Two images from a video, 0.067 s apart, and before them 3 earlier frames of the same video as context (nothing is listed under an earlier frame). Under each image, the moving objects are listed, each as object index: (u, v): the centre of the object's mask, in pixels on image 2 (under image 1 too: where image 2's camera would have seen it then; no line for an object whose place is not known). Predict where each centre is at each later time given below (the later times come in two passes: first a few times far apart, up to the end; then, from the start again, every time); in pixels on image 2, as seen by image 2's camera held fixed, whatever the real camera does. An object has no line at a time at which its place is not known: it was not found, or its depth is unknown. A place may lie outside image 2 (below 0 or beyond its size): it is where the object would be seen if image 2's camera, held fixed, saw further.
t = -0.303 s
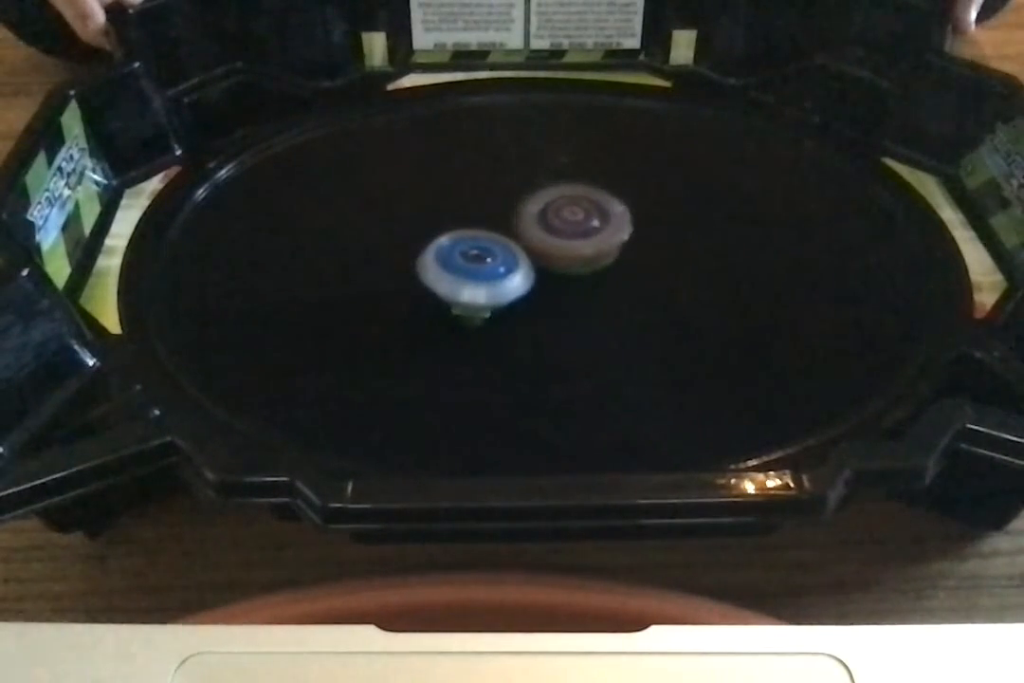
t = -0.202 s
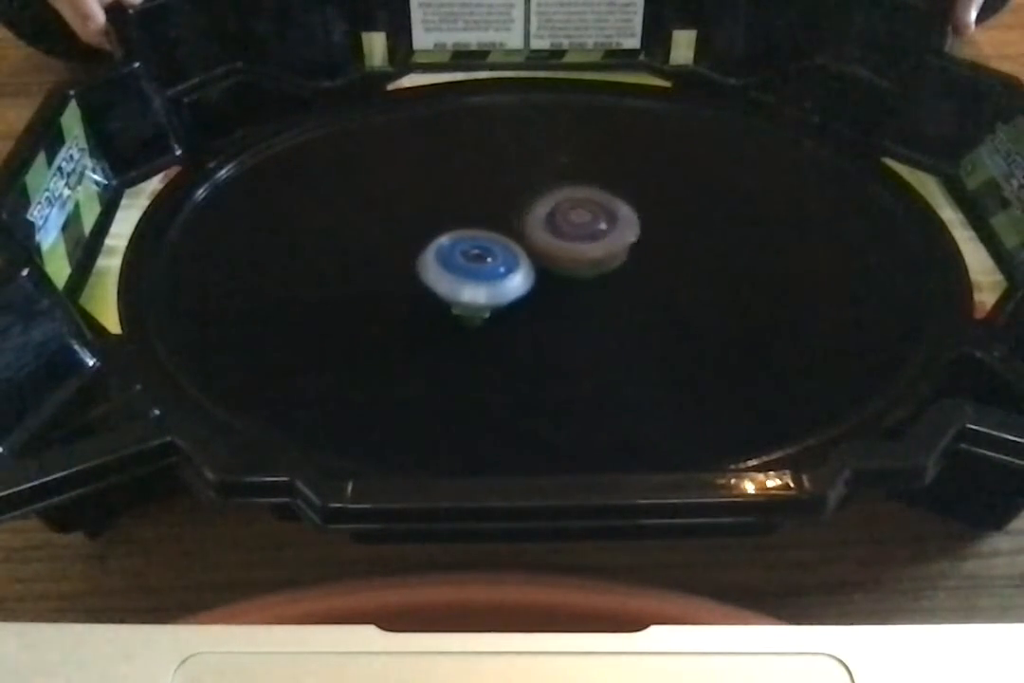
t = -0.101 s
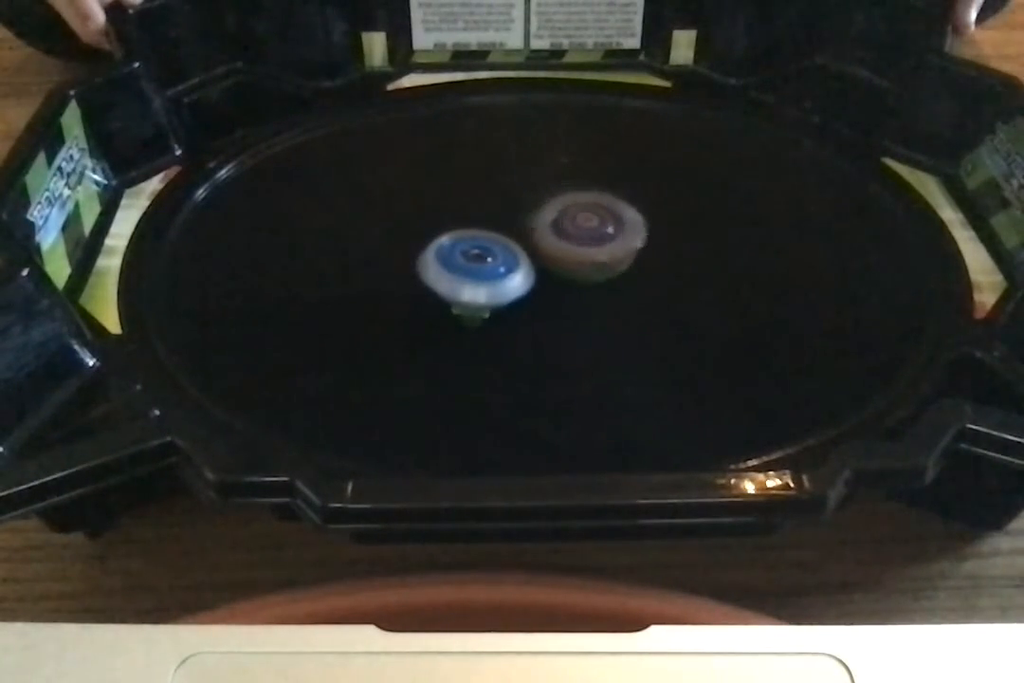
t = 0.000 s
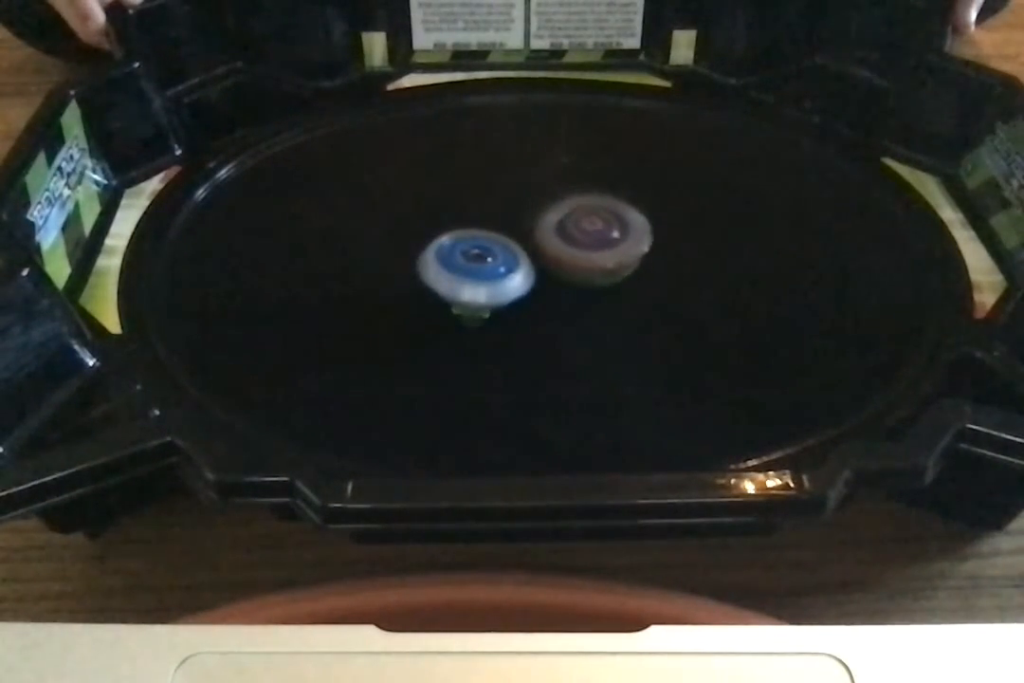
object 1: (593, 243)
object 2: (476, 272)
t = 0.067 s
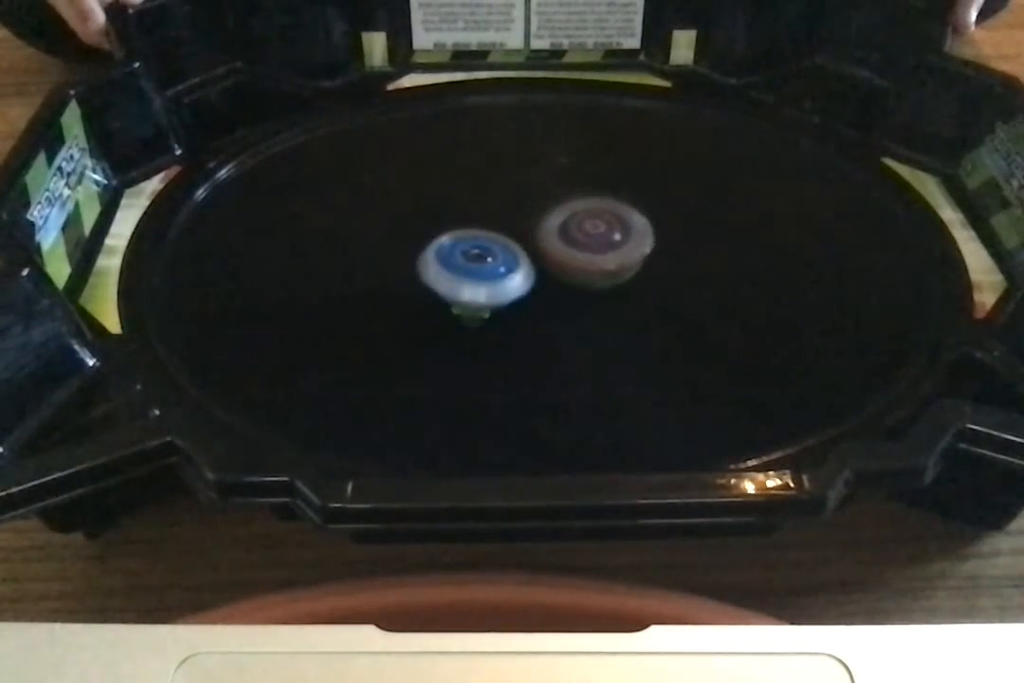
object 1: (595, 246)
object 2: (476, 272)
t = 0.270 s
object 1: (597, 255)
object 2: (474, 272)
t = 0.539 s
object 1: (592, 264)
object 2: (470, 270)
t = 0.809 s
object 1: (590, 263)
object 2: (468, 269)
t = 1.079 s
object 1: (591, 262)
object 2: (466, 268)
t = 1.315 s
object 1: (589, 259)
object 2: (466, 268)
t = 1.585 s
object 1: (583, 257)
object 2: (466, 267)
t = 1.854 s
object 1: (584, 252)
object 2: (460, 263)
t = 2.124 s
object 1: (585, 249)
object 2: (459, 263)
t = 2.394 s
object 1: (581, 246)
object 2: (459, 262)
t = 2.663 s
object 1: (571, 244)
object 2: (460, 262)
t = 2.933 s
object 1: (569, 237)
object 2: (460, 261)
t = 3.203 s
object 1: (570, 235)
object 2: (461, 258)
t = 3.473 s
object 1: (573, 237)
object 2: (459, 261)
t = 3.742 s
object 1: (573, 237)
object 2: (457, 264)
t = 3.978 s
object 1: (571, 236)
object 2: (454, 266)
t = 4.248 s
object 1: (561, 237)
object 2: (448, 264)
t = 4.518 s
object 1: (549, 241)
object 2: (439, 259)
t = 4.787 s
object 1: (557, 247)
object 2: (444, 254)
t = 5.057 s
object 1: (570, 252)
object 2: (457, 248)
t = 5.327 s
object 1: (576, 259)
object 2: (463, 245)
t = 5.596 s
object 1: (592, 273)
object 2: (474, 246)
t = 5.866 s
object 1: (603, 266)
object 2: (483, 249)
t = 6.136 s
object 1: (597, 257)
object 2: (489, 253)
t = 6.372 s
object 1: (600, 254)
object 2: (485, 261)
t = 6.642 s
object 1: (591, 246)
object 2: (474, 268)
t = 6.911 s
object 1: (571, 244)
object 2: (457, 265)
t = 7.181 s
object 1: (559, 245)
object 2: (450, 252)
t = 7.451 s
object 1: (571, 247)
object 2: (462, 244)
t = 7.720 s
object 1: (625, 262)
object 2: (448, 246)
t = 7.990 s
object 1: (618, 261)
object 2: (470, 262)
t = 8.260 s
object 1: (571, 261)
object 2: (458, 279)
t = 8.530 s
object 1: (555, 253)
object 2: (434, 279)
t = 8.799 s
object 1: (554, 228)
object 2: (417, 262)
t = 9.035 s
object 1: (566, 224)
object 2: (435, 246)
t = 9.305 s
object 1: (589, 242)
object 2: (457, 247)
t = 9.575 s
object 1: (597, 261)
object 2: (480, 264)
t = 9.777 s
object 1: (581, 268)
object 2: (462, 281)
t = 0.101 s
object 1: (596, 247)
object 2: (476, 272)
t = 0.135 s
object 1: (596, 249)
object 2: (476, 272)
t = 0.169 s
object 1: (597, 251)
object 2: (476, 272)
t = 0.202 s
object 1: (597, 252)
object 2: (475, 272)
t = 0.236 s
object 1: (598, 253)
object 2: (475, 272)
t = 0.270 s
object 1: (597, 255)
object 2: (474, 272)
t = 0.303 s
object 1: (596, 256)
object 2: (474, 272)
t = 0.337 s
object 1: (596, 257)
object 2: (473, 271)
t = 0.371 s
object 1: (595, 258)
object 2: (473, 271)
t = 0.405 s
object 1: (594, 260)
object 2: (472, 271)
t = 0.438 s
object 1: (593, 261)
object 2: (472, 271)
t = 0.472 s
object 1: (592, 262)
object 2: (472, 271)
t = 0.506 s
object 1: (592, 263)
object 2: (471, 270)
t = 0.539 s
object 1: (592, 264)
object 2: (470, 270)
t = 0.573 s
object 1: (592, 264)
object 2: (470, 270)
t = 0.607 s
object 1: (592, 264)
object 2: (469, 270)
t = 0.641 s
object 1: (592, 264)
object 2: (469, 270)
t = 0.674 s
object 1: (592, 264)
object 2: (469, 270)
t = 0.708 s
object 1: (591, 263)
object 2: (469, 270)
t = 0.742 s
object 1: (591, 263)
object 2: (468, 269)
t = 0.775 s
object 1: (590, 263)
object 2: (468, 269)
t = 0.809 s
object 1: (590, 263)
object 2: (468, 269)
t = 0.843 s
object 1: (589, 263)
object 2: (468, 269)
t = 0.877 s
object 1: (588, 264)
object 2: (468, 269)
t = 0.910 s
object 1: (589, 264)
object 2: (467, 269)
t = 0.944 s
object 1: (589, 265)
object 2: (467, 268)
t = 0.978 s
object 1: (589, 264)
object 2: (467, 268)
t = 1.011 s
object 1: (590, 264)
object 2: (466, 268)
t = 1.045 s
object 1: (590, 263)
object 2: (466, 268)
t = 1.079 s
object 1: (591, 262)
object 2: (466, 268)
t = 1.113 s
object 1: (591, 261)
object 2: (466, 268)
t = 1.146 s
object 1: (591, 261)
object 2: (466, 268)
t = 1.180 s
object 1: (591, 261)
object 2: (466, 267)
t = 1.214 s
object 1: (591, 260)
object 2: (466, 268)
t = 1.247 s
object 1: (590, 259)
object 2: (466, 268)
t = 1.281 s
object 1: (590, 259)
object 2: (466, 268)
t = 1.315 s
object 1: (589, 259)
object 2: (466, 268)
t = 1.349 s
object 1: (589, 259)
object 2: (466, 268)
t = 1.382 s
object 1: (589, 259)
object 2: (467, 268)
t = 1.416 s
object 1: (588, 259)
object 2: (467, 268)
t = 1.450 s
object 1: (587, 258)
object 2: (467, 268)
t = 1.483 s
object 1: (586, 258)
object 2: (467, 268)
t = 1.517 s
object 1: (585, 258)
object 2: (467, 268)
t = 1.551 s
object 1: (584, 257)
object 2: (467, 268)
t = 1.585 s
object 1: (583, 257)
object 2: (466, 267)
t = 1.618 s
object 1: (583, 257)
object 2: (465, 267)
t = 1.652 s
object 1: (584, 256)
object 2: (464, 266)
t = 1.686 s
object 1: (584, 255)
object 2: (464, 265)
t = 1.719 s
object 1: (584, 254)
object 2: (463, 264)
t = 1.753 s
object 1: (584, 254)
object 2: (462, 264)
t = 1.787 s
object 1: (585, 253)
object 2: (461, 263)
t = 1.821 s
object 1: (584, 252)
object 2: (460, 263)
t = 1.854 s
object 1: (584, 252)
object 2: (460, 263)
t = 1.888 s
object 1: (585, 251)
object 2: (460, 263)
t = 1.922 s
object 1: (585, 251)
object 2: (460, 263)
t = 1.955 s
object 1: (585, 251)
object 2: (460, 263)
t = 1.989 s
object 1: (585, 250)
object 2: (459, 263)
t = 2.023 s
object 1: (585, 250)
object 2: (459, 263)
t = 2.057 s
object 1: (585, 249)
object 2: (459, 263)
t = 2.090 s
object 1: (585, 249)
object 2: (459, 263)
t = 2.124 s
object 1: (585, 249)
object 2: (459, 263)
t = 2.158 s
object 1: (584, 249)
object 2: (459, 263)
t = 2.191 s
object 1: (584, 248)
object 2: (459, 263)
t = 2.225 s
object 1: (584, 248)
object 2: (459, 263)
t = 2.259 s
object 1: (584, 247)
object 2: (459, 263)
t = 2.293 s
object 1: (582, 247)
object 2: (459, 263)
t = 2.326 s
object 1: (582, 247)
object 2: (459, 262)
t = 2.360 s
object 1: (581, 246)
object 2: (459, 262)
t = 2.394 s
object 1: (581, 246)
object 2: (459, 262)
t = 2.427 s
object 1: (580, 246)
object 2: (459, 262)
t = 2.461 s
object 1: (579, 245)
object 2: (459, 262)
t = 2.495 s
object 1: (577, 245)
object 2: (460, 262)
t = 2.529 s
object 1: (576, 245)
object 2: (460, 262)
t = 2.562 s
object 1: (575, 245)
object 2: (460, 263)
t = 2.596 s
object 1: (574, 244)
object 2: (460, 263)
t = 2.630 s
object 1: (573, 244)
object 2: (460, 262)
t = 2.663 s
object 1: (571, 244)
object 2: (460, 262)
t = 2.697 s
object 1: (570, 243)
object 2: (460, 262)
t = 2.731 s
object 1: (569, 243)
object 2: (459, 262)
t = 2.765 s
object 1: (568, 243)
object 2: (459, 262)
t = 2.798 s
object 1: (568, 243)
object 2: (459, 262)
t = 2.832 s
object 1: (568, 243)
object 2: (459, 261)
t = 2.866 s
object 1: (569, 242)
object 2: (459, 261)
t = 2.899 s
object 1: (569, 242)
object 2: (459, 261)
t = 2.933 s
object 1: (569, 237)
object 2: (460, 261)
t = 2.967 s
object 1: (570, 237)
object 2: (460, 261)
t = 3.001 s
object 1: (570, 240)
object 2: (460, 261)
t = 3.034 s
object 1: (570, 236)
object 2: (460, 260)
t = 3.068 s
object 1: (570, 236)
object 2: (460, 260)
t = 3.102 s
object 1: (570, 236)
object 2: (461, 258)
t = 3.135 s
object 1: (570, 235)
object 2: (461, 258)
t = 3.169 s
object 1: (570, 235)
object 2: (461, 258)
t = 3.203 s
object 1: (570, 235)
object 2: (461, 258)
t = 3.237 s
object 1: (571, 235)
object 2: (461, 259)
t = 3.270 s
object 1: (571, 234)
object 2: (461, 259)
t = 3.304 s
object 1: (571, 234)
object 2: (460, 259)
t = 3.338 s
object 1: (571, 238)
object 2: (460, 259)
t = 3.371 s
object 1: (572, 238)
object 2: (460, 260)
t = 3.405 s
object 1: (572, 238)
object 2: (460, 260)
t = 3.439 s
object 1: (572, 233)
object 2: (460, 260)
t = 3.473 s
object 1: (573, 237)
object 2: (459, 261)
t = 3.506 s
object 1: (573, 233)
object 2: (459, 261)
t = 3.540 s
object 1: (574, 237)
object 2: (459, 262)
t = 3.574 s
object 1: (573, 233)
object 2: (459, 262)
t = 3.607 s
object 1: (574, 233)
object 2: (458, 263)
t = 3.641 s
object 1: (574, 233)
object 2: (458, 263)
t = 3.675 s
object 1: (573, 238)
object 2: (458, 263)
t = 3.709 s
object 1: (573, 237)
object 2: (458, 263)
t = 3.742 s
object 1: (573, 237)
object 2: (457, 264)
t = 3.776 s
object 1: (573, 237)
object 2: (457, 264)
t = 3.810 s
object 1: (573, 237)
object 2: (456, 265)
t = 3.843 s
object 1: (572, 237)
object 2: (456, 265)
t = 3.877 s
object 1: (572, 237)
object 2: (456, 265)
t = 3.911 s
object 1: (572, 236)
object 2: (455, 265)
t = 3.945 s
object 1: (571, 236)
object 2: (455, 266)
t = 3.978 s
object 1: (571, 236)
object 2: (454, 266)
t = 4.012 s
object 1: (570, 236)
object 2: (453, 266)
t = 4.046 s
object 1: (569, 235)
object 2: (453, 266)
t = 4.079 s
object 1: (568, 235)
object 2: (453, 266)
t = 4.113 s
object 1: (567, 235)
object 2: (452, 266)
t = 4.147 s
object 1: (567, 235)
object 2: (452, 266)
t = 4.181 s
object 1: (565, 235)
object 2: (451, 265)
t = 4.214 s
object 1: (563, 237)
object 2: (449, 265)
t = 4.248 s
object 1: (561, 237)
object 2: (448, 264)
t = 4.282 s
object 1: (560, 238)
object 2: (447, 264)
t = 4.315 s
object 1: (558, 238)
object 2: (446, 263)
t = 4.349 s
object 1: (556, 238)
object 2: (444, 263)
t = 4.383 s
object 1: (554, 234)
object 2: (442, 262)
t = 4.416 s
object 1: (553, 235)
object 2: (442, 261)
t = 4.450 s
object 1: (552, 240)
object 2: (441, 260)
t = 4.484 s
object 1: (551, 241)
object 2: (440, 260)
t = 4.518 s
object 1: (549, 241)
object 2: (439, 259)
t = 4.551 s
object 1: (547, 238)
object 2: (438, 258)
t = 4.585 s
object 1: (546, 243)
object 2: (437, 256)
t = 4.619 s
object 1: (546, 244)
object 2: (434, 257)
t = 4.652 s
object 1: (549, 245)
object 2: (438, 257)
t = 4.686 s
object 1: (552, 246)
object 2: (442, 256)
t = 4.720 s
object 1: (553, 246)
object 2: (442, 255)
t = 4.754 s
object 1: (555, 247)
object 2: (443, 254)
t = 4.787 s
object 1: (557, 247)
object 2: (444, 254)
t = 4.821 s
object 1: (559, 248)
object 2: (446, 253)
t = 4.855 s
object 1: (561, 248)
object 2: (447, 253)
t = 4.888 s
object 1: (563, 249)
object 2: (449, 252)
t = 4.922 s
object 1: (564, 250)
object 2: (450, 251)
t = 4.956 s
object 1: (566, 250)
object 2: (452, 250)
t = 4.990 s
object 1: (567, 251)
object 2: (453, 250)
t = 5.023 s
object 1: (569, 251)
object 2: (455, 249)
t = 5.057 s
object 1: (570, 252)
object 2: (457, 248)
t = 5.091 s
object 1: (571, 252)
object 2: (457, 248)
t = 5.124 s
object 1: (572, 253)
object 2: (459, 247)
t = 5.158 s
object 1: (572, 253)
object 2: (459, 247)
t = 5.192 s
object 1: (573, 253)
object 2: (461, 246)
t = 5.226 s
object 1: (574, 254)
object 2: (462, 246)
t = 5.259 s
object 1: (575, 255)
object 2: (463, 246)
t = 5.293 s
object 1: (575, 256)
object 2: (464, 246)
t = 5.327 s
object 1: (576, 259)
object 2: (463, 245)
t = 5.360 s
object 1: (579, 263)
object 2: (461, 244)
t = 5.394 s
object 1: (582, 266)
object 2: (463, 245)
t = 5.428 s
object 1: (584, 269)
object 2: (465, 245)
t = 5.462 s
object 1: (586, 271)
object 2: (468, 246)
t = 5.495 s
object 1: (587, 272)
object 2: (470, 246)
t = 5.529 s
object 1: (589, 273)
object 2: (471, 246)
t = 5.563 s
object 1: (590, 273)
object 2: (472, 246)
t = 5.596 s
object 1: (592, 273)
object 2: (474, 246)
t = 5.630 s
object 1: (596, 272)
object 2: (474, 246)
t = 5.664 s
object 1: (599, 272)
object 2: (475, 246)
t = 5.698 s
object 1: (601, 272)
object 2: (477, 246)
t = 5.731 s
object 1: (602, 271)
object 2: (478, 247)
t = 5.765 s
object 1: (603, 270)
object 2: (479, 248)
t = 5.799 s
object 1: (604, 269)
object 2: (480, 248)
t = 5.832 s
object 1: (604, 268)
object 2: (483, 248)
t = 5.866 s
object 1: (603, 266)
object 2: (483, 249)
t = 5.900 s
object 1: (602, 264)
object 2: (485, 249)
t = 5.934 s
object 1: (600, 263)
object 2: (486, 250)
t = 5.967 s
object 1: (598, 262)
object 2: (486, 250)
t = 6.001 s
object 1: (597, 260)
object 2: (487, 251)
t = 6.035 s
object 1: (597, 259)
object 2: (487, 251)
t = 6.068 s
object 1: (596, 258)
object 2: (489, 252)
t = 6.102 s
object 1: (597, 257)
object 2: (488, 252)
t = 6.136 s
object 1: (597, 257)
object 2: (489, 253)
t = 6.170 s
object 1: (597, 257)
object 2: (490, 254)
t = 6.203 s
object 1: (598, 257)
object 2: (489, 255)
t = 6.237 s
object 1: (599, 256)
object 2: (489, 255)
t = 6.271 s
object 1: (599, 256)
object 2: (489, 256)
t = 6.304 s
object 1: (599, 256)
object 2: (489, 258)
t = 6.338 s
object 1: (599, 255)
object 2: (487, 260)
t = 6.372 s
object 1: (600, 254)
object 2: (485, 261)
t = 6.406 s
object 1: (599, 253)
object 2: (485, 262)
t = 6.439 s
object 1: (598, 252)
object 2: (484, 264)
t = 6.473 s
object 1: (597, 250)
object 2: (482, 264)
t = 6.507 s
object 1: (596, 249)
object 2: (481, 265)
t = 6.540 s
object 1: (595, 248)
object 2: (478, 266)
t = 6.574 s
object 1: (593, 248)
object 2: (477, 267)
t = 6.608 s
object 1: (593, 246)
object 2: (475, 268)
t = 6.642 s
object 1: (591, 246)
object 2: (474, 268)
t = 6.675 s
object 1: (589, 245)
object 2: (472, 268)
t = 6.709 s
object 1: (587, 245)
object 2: (471, 268)
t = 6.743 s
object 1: (585, 245)
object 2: (468, 268)
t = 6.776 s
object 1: (582, 244)
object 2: (466, 268)
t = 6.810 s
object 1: (580, 244)
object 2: (463, 268)
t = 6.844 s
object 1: (577, 244)
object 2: (461, 267)
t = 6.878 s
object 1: (573, 244)
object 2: (459, 266)
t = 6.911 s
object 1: (571, 244)
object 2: (457, 265)
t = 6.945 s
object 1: (568, 243)
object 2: (455, 263)
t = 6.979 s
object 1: (565, 244)
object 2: (453, 262)
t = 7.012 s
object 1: (563, 243)
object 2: (452, 261)
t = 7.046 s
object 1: (561, 243)
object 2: (451, 259)
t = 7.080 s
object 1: (559, 243)
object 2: (450, 258)
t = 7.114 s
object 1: (557, 243)
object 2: (449, 257)
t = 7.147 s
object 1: (556, 244)
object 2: (446, 256)
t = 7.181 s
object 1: (559, 245)
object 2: (450, 252)
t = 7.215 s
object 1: (560, 245)
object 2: (451, 251)
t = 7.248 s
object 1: (562, 245)
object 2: (451, 249)
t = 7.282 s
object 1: (564, 245)
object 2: (453, 248)
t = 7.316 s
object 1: (565, 243)
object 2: (455, 247)
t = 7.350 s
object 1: (566, 243)
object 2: (456, 247)
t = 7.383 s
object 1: (568, 247)
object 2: (458, 246)
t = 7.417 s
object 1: (570, 247)
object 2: (459, 245)
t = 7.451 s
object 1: (571, 247)
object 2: (462, 244)
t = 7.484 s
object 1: (572, 244)
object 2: (464, 243)
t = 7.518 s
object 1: (576, 246)
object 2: (464, 243)
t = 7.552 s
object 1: (591, 249)
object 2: (452, 240)
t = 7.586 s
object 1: (605, 253)
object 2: (444, 241)
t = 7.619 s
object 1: (613, 258)
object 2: (440, 245)
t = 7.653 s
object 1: (618, 260)
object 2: (439, 246)
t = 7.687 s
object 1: (623, 261)
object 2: (442, 245)
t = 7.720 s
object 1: (625, 262)
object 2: (448, 246)
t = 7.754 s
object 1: (626, 260)
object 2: (454, 250)
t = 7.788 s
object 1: (627, 262)
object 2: (458, 253)
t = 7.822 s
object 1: (627, 263)
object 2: (463, 258)
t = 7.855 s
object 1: (626, 262)
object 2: (464, 257)
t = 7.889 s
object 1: (624, 263)
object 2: (466, 258)
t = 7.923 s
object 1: (623, 261)
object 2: (467, 260)
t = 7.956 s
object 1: (621, 263)
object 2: (469, 261)
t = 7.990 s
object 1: (618, 261)
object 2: (470, 262)
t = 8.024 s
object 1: (614, 261)
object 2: (471, 264)
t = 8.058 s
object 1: (608, 260)
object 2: (471, 266)
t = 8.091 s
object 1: (603, 262)
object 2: (470, 268)
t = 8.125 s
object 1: (597, 262)
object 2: (469, 271)
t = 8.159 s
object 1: (590, 262)
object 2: (467, 273)
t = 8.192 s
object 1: (583, 262)
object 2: (464, 276)
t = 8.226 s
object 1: (577, 262)
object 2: (461, 278)
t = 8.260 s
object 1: (571, 261)
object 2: (458, 279)
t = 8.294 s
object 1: (567, 262)
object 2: (453, 281)
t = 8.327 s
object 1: (564, 261)
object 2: (449, 281)
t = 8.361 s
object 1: (565, 261)
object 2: (444, 281)
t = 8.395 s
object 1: (563, 260)
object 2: (442, 280)
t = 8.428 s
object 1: (562, 259)
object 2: (441, 280)
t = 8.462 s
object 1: (561, 258)
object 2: (440, 280)
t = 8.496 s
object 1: (558, 252)
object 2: (437, 280)
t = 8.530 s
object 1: (555, 253)
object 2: (434, 279)
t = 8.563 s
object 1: (554, 250)
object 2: (431, 279)
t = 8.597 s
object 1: (552, 243)
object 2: (427, 277)
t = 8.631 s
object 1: (551, 243)
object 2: (423, 275)
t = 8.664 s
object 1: (551, 236)
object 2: (420, 273)
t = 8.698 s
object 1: (550, 233)
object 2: (418, 271)
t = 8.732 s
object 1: (552, 233)
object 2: (416, 268)
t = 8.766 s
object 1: (553, 231)
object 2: (416, 265)
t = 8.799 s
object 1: (554, 228)
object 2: (417, 262)
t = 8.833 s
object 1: (557, 226)
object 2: (418, 260)
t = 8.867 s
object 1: (559, 221)
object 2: (419, 257)
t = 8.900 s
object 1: (560, 223)
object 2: (421, 255)
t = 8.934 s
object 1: (562, 222)
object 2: (423, 252)
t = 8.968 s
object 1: (563, 222)
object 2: (427, 250)
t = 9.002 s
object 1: (564, 222)
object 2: (431, 248)
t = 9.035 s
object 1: (566, 224)
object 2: (435, 246)
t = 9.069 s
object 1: (566, 224)
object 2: (438, 245)
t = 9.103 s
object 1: (568, 222)
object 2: (443, 244)
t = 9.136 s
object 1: (568, 224)
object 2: (448, 244)
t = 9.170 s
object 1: (569, 227)
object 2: (452, 244)
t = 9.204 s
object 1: (575, 230)
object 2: (451, 243)
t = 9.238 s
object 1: (581, 235)
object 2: (451, 245)
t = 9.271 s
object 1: (585, 239)
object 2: (452, 247)
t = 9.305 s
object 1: (589, 242)
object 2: (457, 247)
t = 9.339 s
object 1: (592, 241)
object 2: (463, 249)
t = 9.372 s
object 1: (595, 247)
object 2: (467, 252)
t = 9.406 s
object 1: (596, 249)
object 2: (471, 254)
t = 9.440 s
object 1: (598, 250)
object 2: (474, 256)
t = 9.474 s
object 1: (600, 252)
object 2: (476, 258)
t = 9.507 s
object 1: (598, 257)
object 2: (478, 260)
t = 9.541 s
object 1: (598, 259)
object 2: (479, 263)
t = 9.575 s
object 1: (597, 261)
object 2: (480, 264)
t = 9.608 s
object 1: (594, 261)
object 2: (479, 267)
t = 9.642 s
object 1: (591, 262)
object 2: (478, 270)
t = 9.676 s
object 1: (587, 264)
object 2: (475, 273)
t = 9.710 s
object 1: (585, 269)
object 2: (471, 276)
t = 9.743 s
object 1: (582, 271)
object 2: (465, 279)
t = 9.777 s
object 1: (581, 268)
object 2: (462, 281)
